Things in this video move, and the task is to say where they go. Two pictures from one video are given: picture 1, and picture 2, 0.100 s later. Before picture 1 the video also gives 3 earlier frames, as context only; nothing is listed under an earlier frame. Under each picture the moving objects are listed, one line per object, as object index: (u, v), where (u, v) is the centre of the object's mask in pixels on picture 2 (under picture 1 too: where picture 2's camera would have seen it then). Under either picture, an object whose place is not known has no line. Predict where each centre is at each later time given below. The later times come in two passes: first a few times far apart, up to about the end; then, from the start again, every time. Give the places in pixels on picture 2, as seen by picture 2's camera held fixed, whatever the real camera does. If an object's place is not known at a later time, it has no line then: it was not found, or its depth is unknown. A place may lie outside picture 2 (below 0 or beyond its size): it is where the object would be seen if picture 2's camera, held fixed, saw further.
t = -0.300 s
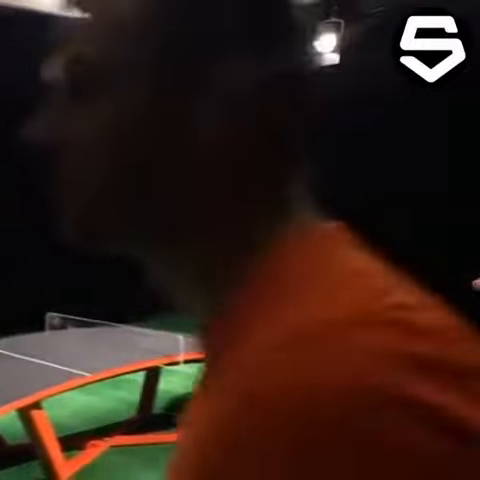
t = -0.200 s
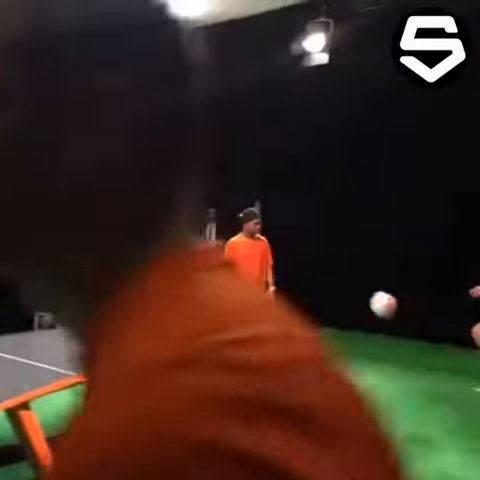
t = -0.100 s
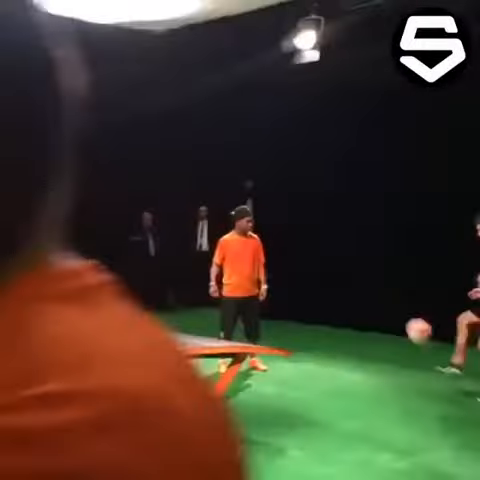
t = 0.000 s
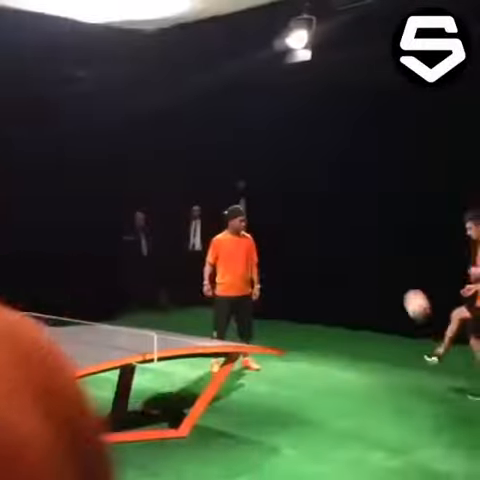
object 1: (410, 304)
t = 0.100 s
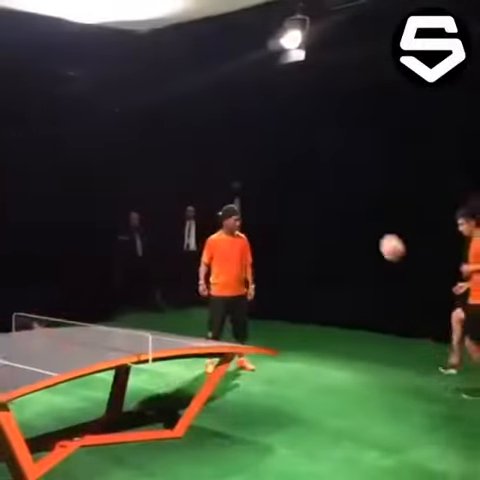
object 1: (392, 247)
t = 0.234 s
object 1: (368, 192)
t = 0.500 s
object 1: (323, 140)
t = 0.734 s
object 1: (287, 154)
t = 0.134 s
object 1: (385, 232)
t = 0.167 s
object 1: (381, 217)
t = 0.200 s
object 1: (374, 205)
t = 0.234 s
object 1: (368, 192)
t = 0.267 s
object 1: (362, 182)
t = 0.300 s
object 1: (356, 173)
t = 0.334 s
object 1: (350, 165)
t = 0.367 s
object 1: (344, 158)
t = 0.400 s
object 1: (339, 152)
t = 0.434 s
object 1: (333, 146)
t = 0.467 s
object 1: (328, 143)
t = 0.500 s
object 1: (323, 140)
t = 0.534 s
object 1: (317, 139)
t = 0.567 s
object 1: (313, 138)
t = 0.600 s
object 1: (308, 139)
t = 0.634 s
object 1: (301, 141)
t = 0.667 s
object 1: (296, 145)
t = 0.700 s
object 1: (292, 148)
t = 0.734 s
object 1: (287, 154)
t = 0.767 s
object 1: (283, 159)
